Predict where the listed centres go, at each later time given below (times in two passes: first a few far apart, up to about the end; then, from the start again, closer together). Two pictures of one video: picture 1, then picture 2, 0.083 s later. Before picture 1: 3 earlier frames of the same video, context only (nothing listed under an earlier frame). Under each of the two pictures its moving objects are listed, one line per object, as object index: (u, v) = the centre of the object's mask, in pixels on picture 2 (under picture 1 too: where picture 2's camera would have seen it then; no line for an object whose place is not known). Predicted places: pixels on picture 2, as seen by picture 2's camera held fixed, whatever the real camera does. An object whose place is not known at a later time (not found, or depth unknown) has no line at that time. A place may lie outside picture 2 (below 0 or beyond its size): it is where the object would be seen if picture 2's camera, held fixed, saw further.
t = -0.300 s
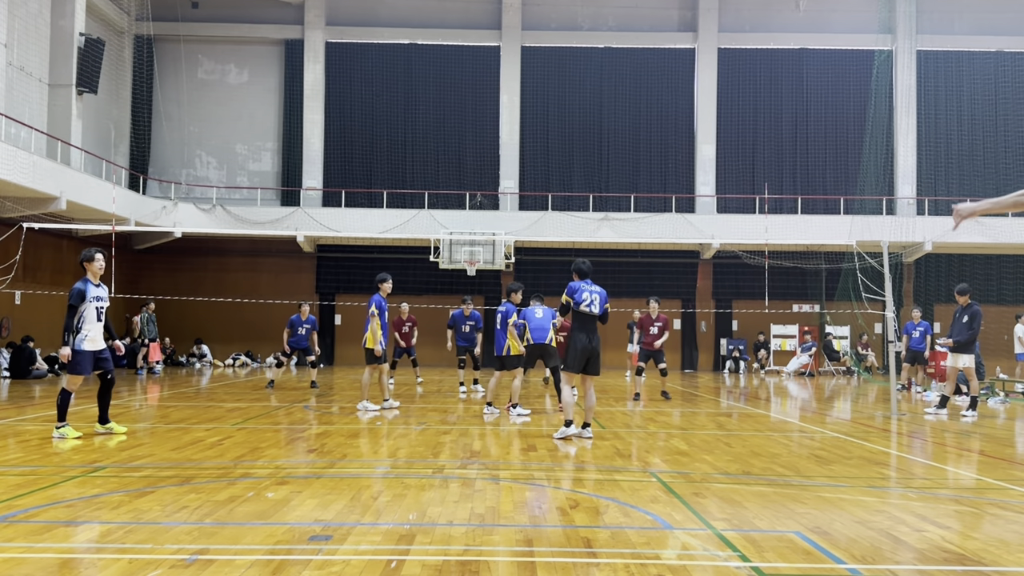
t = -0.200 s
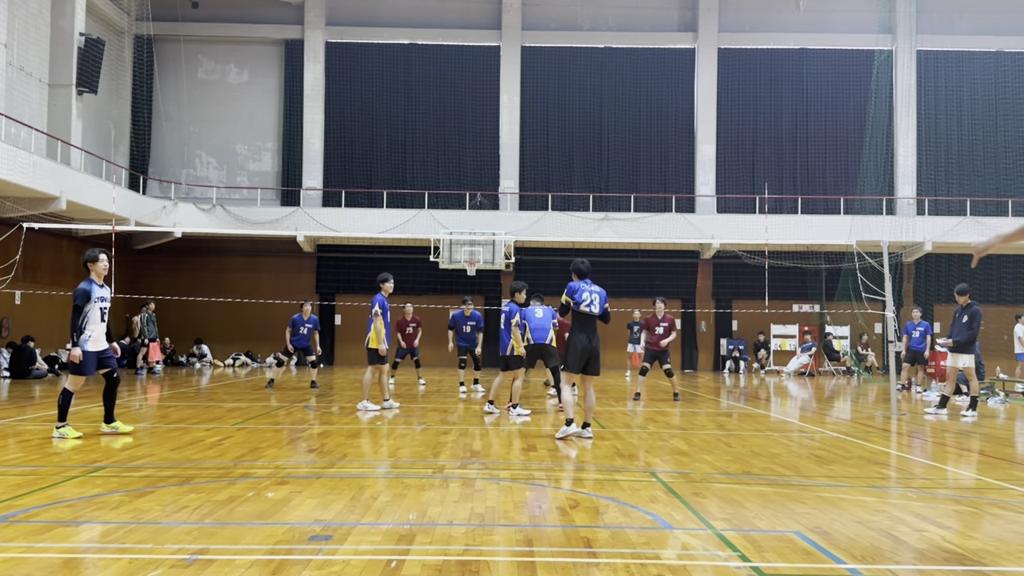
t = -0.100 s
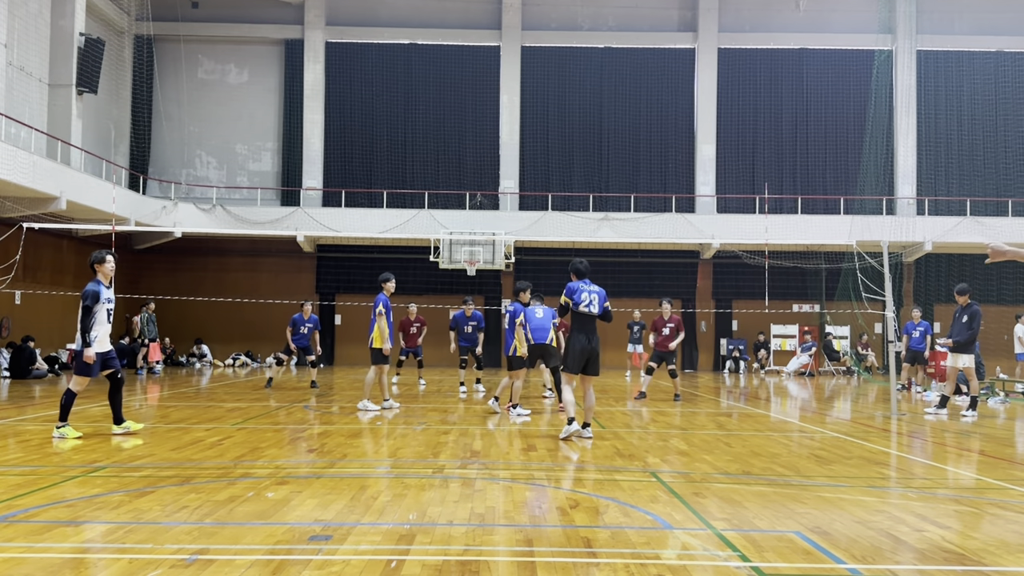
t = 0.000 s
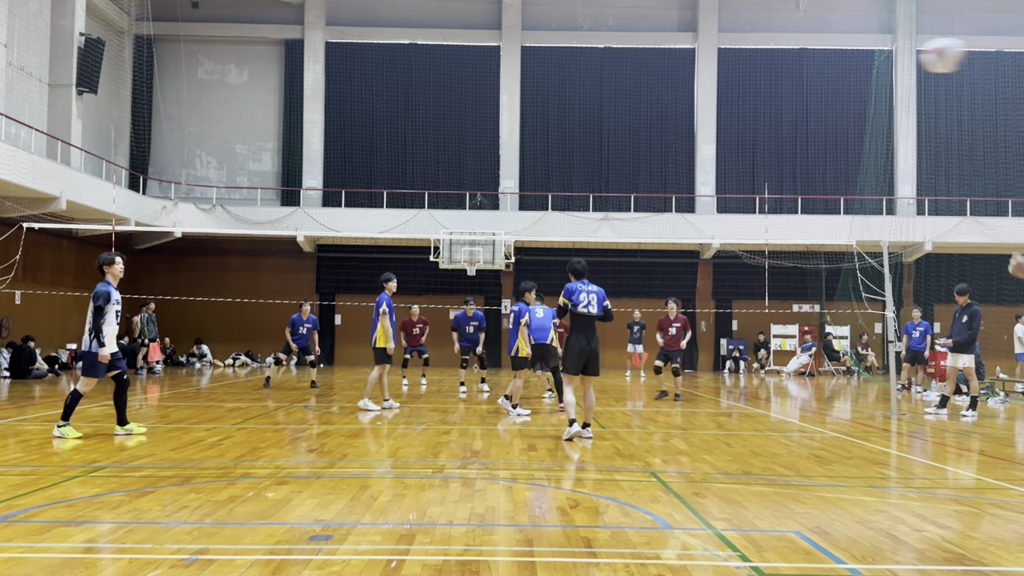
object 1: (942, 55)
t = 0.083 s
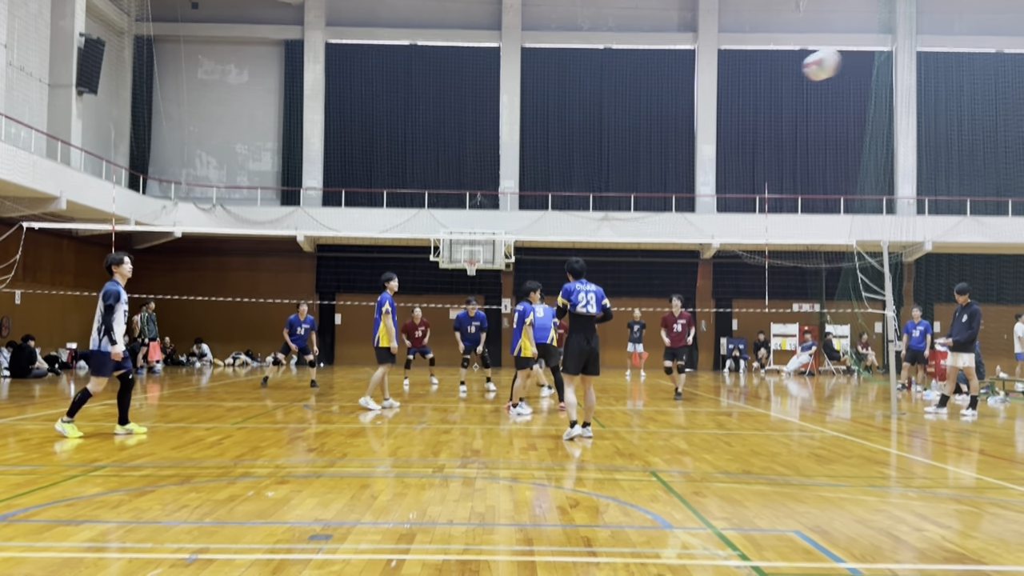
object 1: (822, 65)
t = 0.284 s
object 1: (646, 109)
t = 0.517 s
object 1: (541, 179)
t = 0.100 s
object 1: (802, 65)
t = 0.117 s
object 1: (784, 69)
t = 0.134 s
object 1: (766, 74)
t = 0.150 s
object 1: (749, 76)
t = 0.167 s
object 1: (734, 79)
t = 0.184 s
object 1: (721, 83)
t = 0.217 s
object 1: (691, 91)
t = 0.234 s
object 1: (680, 96)
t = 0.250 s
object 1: (668, 100)
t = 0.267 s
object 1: (657, 105)
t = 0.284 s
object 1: (646, 109)
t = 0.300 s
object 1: (636, 114)
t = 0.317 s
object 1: (627, 118)
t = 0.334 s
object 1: (618, 123)
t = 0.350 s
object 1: (609, 128)
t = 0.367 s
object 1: (601, 133)
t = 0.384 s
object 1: (593, 138)
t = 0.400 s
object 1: (586, 143)
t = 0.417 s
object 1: (579, 148)
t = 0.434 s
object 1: (572, 153)
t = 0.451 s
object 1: (565, 158)
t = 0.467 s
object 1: (559, 163)
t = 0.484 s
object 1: (552, 169)
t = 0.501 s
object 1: (546, 174)
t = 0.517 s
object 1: (541, 179)
